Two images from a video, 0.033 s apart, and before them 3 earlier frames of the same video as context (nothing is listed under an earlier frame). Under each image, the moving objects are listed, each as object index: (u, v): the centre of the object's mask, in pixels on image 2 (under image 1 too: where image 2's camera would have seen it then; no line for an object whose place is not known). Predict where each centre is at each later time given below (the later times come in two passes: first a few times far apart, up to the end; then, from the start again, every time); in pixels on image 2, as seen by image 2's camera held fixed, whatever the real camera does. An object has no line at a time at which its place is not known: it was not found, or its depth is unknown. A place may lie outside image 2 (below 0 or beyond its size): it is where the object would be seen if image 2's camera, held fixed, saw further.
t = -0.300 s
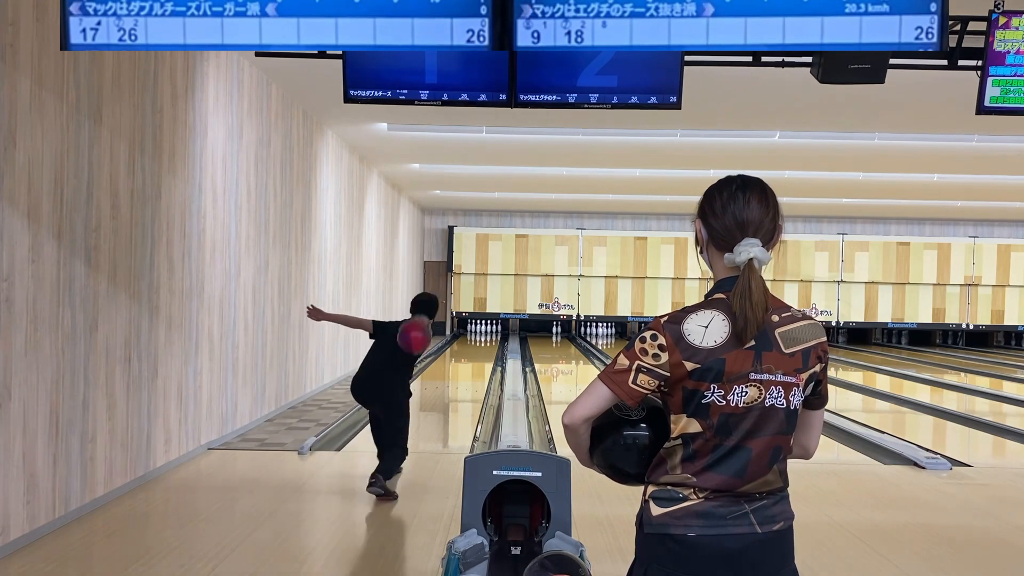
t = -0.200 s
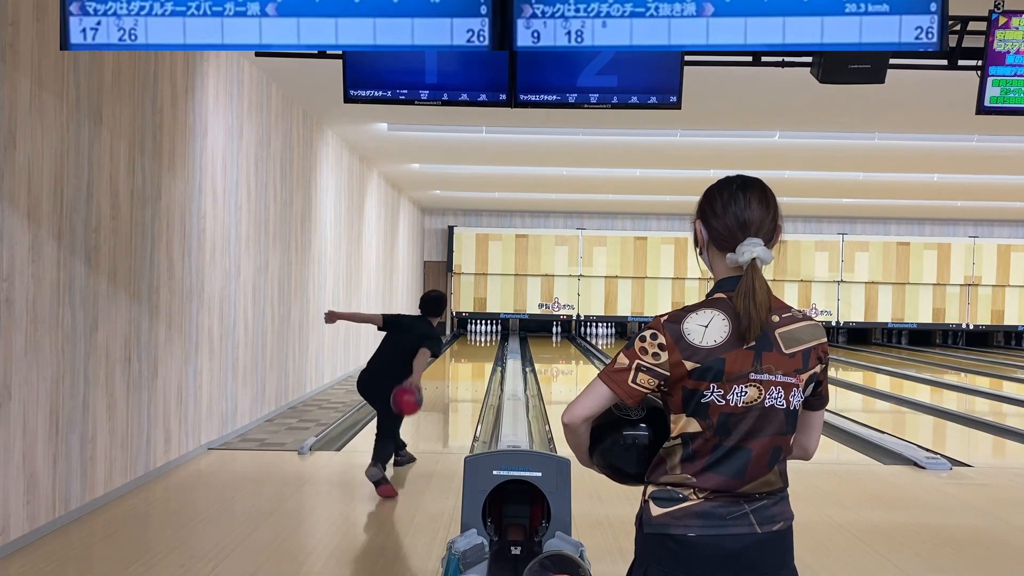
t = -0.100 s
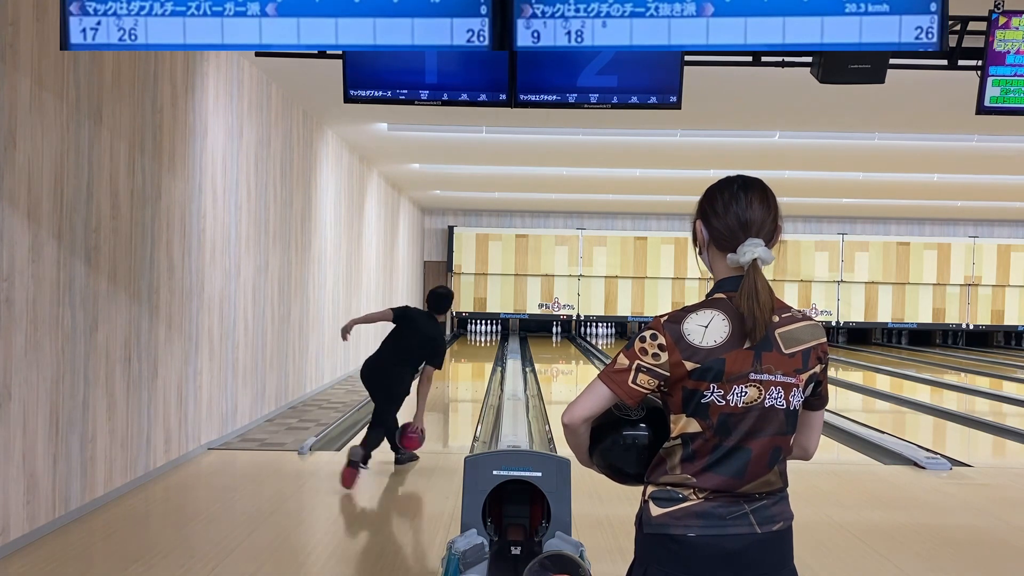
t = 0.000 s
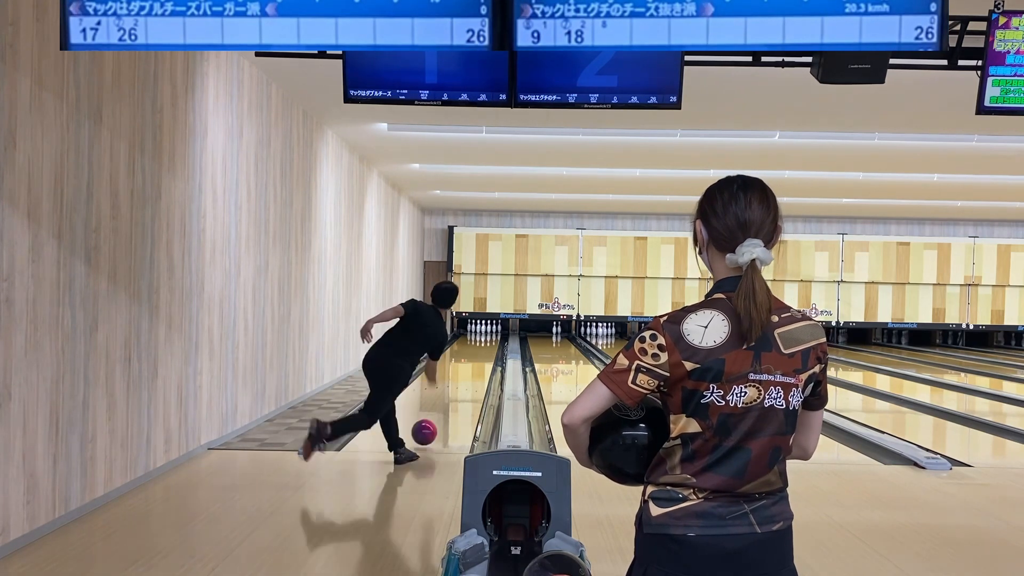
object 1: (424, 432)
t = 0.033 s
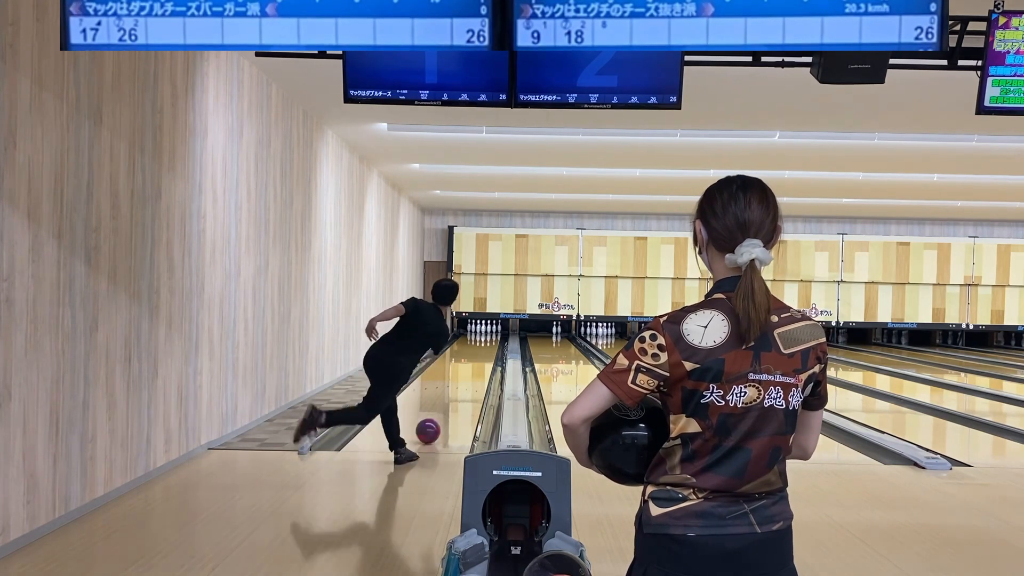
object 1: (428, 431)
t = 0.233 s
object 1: (447, 404)
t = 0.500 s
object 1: (462, 381)
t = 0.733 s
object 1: (472, 367)
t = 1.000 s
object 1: (479, 356)
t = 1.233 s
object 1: (482, 349)
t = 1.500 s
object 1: (484, 342)
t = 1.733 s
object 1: (483, 338)
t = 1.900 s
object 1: (483, 336)
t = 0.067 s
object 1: (432, 425)
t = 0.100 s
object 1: (435, 420)
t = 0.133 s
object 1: (438, 416)
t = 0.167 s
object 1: (441, 412)
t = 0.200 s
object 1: (444, 408)
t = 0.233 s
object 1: (447, 404)
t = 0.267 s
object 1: (449, 400)
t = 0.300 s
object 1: (451, 397)
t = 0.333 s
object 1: (453, 394)
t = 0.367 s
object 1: (455, 391)
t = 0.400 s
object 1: (457, 388)
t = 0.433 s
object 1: (459, 386)
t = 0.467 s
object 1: (461, 383)
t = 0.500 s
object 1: (462, 381)
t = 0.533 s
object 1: (464, 378)
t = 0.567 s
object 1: (465, 376)
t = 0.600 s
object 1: (467, 374)
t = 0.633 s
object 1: (468, 372)
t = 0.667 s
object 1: (469, 370)
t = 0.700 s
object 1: (471, 369)
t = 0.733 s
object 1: (472, 367)
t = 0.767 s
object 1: (473, 365)
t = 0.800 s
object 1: (474, 364)
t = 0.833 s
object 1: (475, 362)
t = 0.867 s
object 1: (476, 361)
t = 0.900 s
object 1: (477, 359)
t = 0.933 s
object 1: (477, 358)
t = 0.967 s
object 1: (478, 357)
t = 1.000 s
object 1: (479, 356)
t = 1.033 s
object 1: (480, 355)
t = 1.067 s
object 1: (480, 354)
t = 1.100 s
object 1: (481, 353)
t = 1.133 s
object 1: (481, 352)
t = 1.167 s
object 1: (482, 351)
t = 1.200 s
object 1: (482, 350)
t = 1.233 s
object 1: (482, 349)
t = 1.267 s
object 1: (483, 348)
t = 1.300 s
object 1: (483, 347)
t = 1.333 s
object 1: (483, 346)
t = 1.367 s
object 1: (484, 345)
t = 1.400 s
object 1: (484, 344)
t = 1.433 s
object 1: (484, 344)
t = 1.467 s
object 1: (484, 343)
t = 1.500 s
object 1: (484, 342)
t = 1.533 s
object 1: (484, 342)
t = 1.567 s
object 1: (484, 341)
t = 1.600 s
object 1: (484, 340)
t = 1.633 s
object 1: (483, 340)
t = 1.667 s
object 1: (483, 339)
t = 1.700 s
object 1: (483, 339)
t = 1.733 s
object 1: (483, 338)
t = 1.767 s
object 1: (483, 338)
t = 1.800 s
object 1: (483, 337)
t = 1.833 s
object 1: (483, 337)
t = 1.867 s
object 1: (483, 336)
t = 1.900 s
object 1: (483, 336)
